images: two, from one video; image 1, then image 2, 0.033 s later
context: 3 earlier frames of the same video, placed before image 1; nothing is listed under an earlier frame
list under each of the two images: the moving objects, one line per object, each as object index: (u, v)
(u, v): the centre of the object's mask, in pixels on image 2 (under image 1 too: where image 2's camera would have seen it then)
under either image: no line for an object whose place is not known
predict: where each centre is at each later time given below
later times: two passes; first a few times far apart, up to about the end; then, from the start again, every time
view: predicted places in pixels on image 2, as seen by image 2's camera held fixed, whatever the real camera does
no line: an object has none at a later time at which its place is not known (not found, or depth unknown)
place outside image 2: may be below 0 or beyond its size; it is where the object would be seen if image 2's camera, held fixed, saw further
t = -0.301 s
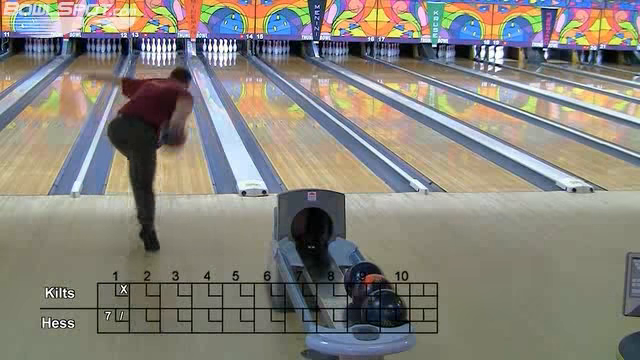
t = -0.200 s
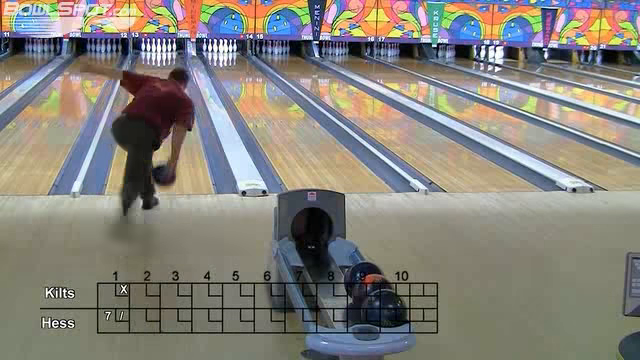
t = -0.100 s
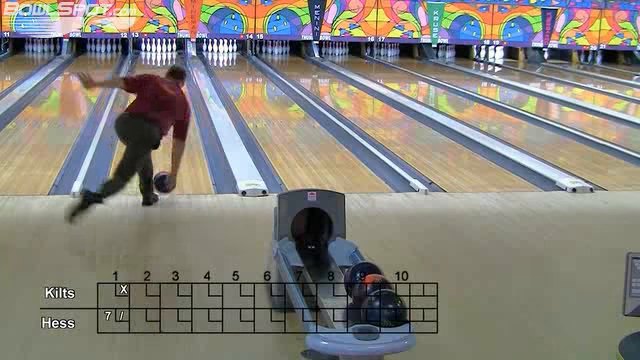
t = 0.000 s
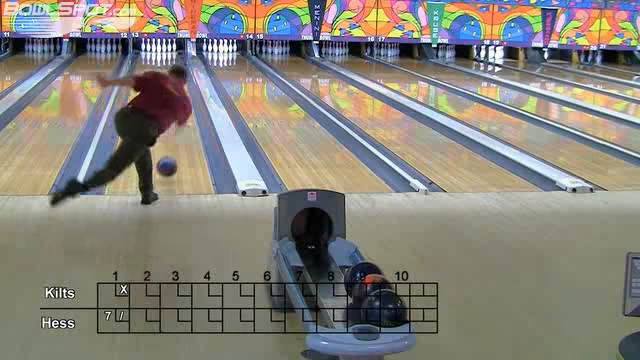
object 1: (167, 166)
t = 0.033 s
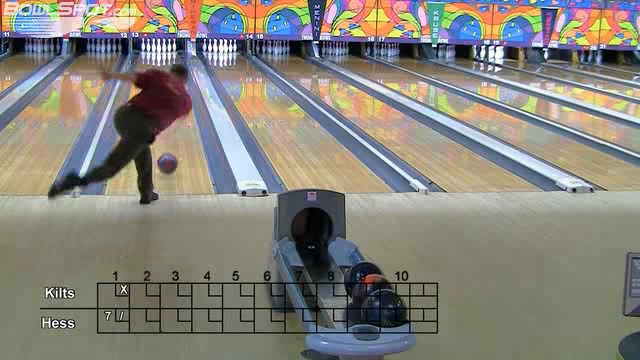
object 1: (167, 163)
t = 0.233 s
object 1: (170, 138)
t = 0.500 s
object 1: (172, 113)
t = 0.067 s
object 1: (168, 161)
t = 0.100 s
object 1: (168, 155)
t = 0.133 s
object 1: (169, 150)
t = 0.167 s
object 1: (169, 146)
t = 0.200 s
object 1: (169, 142)
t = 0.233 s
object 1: (170, 138)
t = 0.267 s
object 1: (170, 134)
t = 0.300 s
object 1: (170, 131)
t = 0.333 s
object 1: (171, 127)
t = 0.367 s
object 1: (171, 124)
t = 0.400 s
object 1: (171, 121)
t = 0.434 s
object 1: (171, 118)
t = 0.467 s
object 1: (172, 115)
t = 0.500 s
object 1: (172, 113)
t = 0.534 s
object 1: (173, 111)
